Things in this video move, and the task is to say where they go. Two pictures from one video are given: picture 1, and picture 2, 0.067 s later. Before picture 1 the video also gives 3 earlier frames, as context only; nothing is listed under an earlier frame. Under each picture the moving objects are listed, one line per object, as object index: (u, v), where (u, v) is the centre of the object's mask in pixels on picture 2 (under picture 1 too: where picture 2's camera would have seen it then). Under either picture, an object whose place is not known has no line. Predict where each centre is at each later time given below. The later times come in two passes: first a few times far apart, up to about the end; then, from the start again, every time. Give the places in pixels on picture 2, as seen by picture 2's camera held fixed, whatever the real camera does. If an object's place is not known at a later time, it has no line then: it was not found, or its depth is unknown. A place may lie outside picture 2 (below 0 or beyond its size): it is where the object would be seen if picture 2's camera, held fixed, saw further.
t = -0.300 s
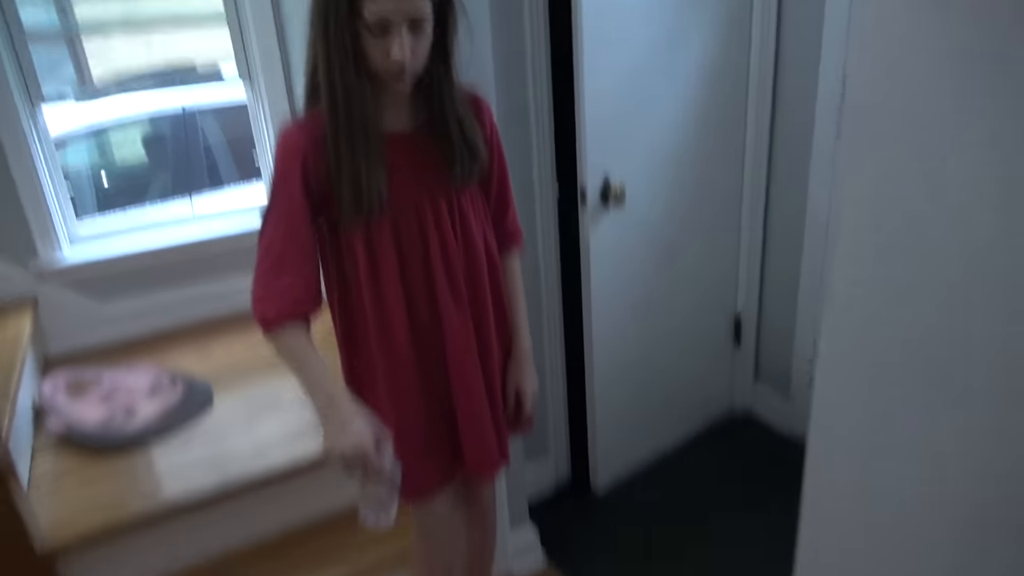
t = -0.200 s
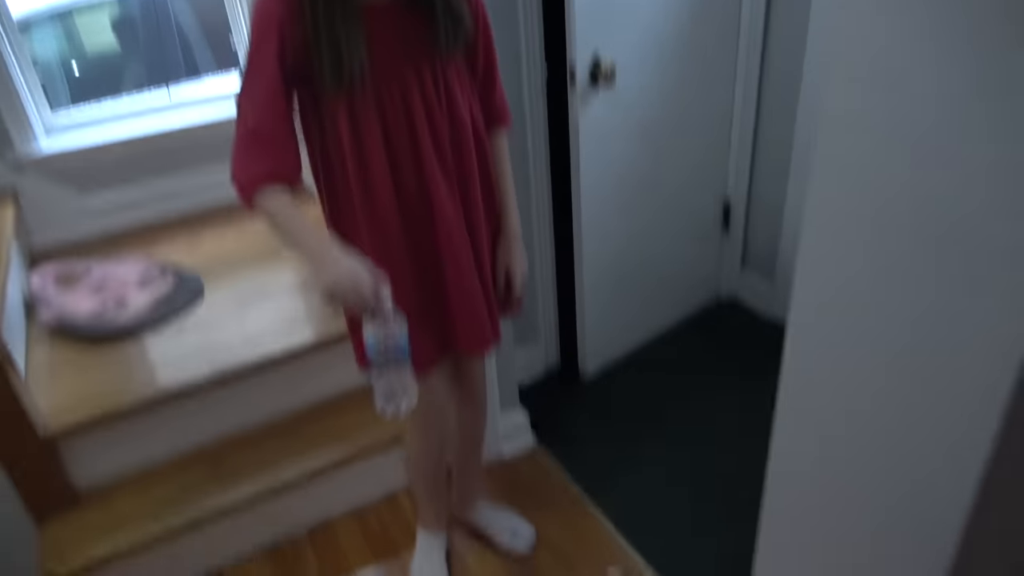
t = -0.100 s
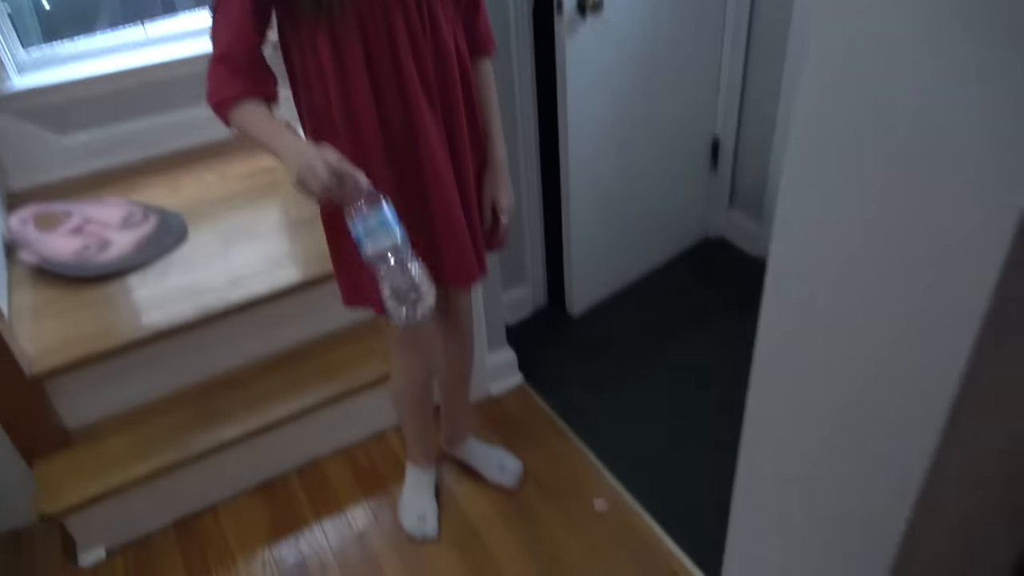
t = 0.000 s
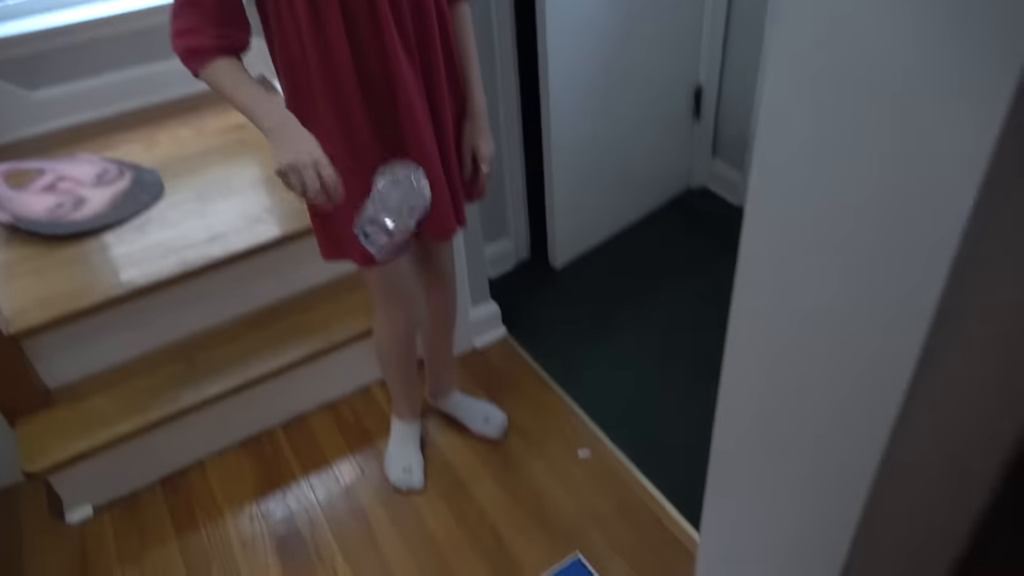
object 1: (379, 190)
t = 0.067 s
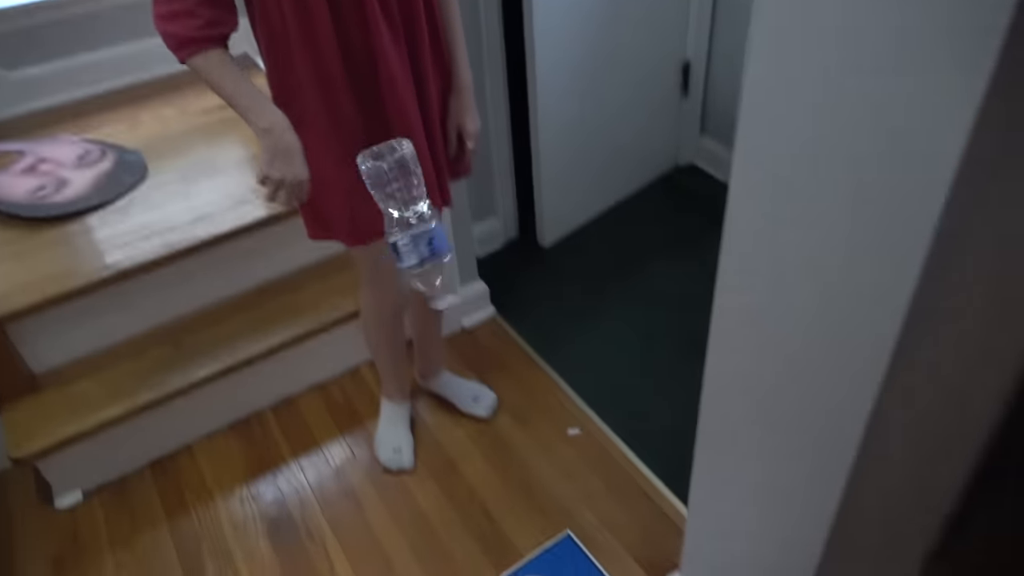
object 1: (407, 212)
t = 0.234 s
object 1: (454, 309)
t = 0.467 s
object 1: (521, 602)
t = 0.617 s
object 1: (520, 618)
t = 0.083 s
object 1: (417, 221)
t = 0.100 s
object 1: (423, 226)
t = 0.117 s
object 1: (427, 228)
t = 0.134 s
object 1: (430, 231)
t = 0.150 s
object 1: (434, 236)
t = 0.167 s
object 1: (437, 243)
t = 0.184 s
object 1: (440, 256)
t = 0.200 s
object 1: (445, 271)
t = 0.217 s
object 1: (449, 290)
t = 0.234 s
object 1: (454, 309)
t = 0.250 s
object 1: (460, 328)
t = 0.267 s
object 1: (467, 358)
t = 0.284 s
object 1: (473, 374)
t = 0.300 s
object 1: (479, 396)
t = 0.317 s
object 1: (485, 421)
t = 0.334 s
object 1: (491, 446)
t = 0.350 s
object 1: (497, 471)
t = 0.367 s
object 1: (504, 498)
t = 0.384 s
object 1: (509, 520)
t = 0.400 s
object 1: (515, 545)
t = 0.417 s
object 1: (520, 568)
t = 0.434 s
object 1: (525, 591)
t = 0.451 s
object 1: (526, 605)
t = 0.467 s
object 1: (521, 602)
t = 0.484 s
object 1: (518, 601)
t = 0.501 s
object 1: (517, 604)
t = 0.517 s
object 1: (517, 610)
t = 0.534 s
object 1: (518, 615)
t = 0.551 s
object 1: (520, 618)
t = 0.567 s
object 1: (519, 617)
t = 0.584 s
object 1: (519, 617)
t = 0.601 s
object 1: (520, 618)
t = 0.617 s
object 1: (520, 618)
